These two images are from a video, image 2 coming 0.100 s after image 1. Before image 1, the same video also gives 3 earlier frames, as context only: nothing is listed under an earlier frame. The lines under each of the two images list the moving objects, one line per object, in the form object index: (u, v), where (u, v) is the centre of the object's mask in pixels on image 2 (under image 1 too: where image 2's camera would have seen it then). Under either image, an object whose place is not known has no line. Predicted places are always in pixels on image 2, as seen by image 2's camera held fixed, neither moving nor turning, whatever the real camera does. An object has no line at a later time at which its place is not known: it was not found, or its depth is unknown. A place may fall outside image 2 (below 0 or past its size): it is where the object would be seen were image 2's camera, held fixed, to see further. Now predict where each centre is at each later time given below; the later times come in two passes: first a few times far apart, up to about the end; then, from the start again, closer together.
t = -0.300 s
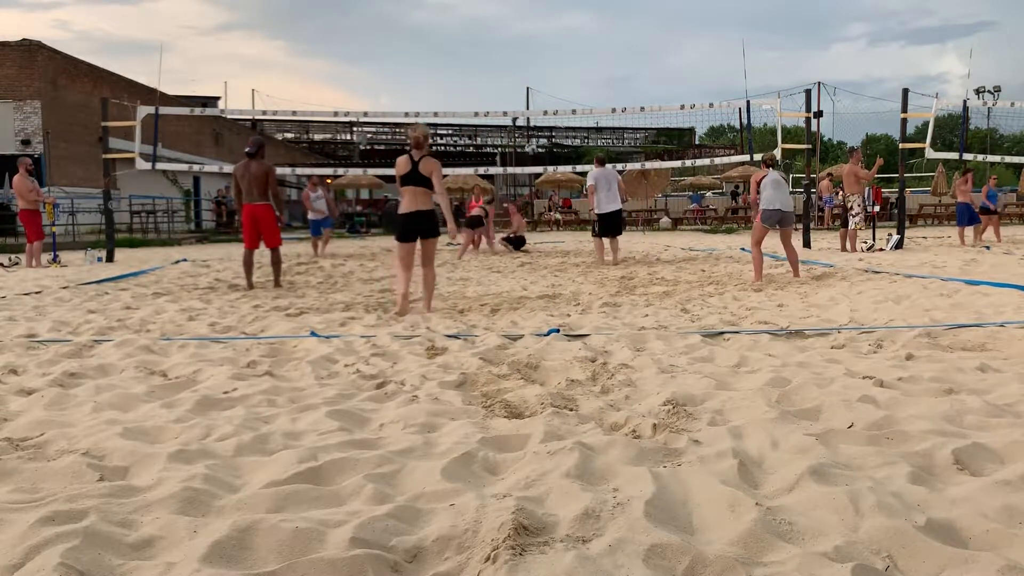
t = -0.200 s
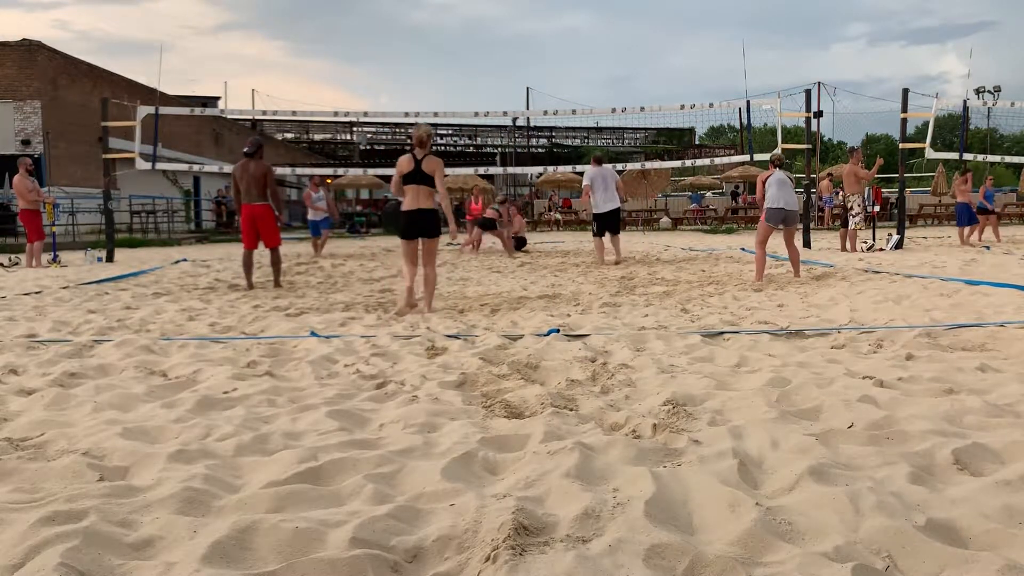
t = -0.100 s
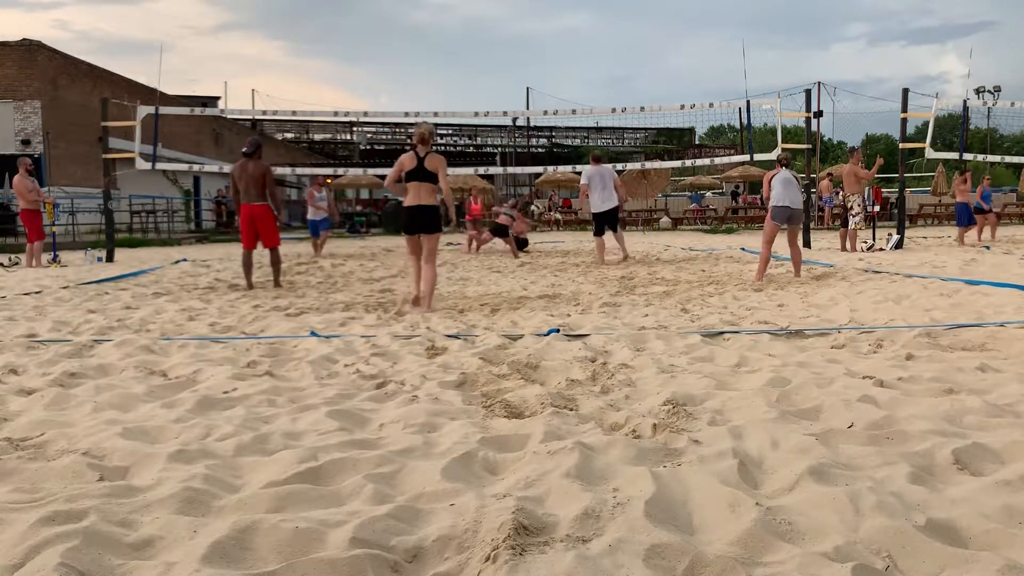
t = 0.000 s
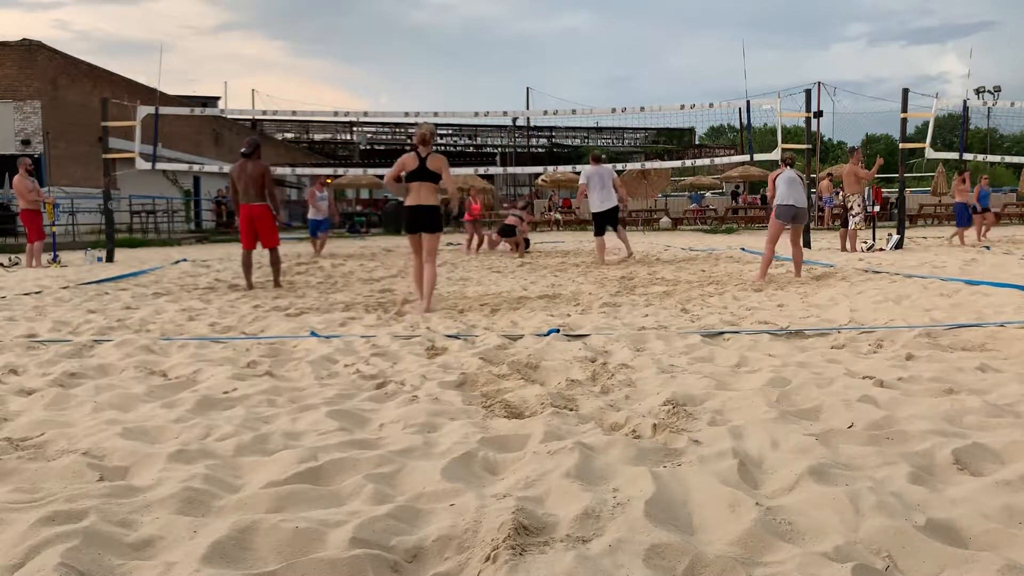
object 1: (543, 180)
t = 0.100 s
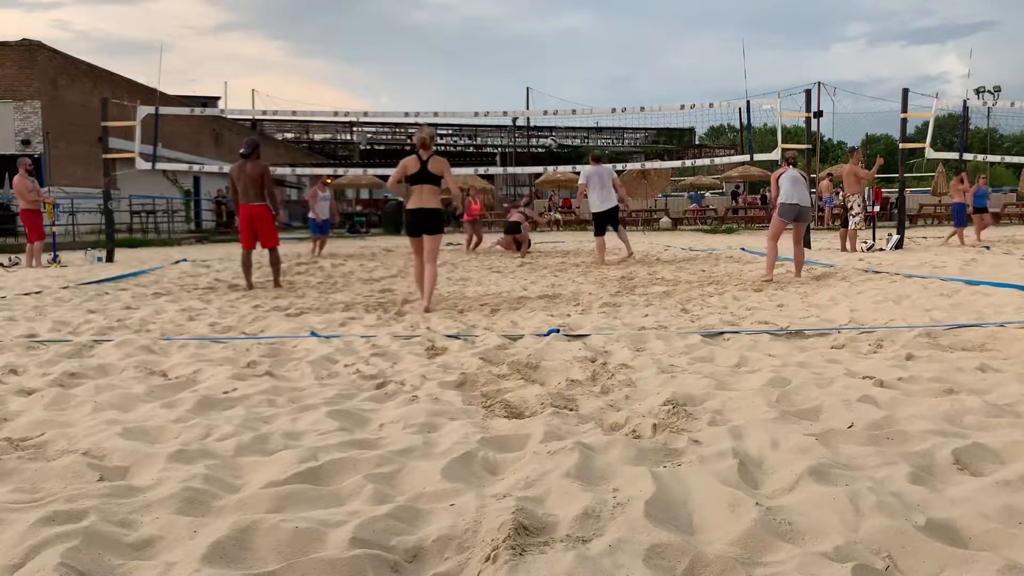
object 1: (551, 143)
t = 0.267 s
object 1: (567, 90)
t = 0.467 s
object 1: (587, 44)
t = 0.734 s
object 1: (614, 18)
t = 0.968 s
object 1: (639, 30)
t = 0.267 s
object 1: (567, 90)
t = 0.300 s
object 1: (570, 80)
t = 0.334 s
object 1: (574, 72)
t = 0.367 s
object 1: (577, 64)
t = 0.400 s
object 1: (580, 57)
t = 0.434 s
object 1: (584, 50)
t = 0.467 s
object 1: (587, 44)
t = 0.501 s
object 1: (590, 38)
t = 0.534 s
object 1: (593, 34)
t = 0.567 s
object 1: (597, 29)
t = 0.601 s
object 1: (601, 26)
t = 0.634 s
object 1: (603, 23)
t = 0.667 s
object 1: (607, 20)
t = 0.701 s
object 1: (610, 19)
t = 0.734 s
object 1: (614, 18)
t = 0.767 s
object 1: (618, 18)
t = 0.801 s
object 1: (621, 18)
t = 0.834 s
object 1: (625, 19)
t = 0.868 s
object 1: (628, 20)
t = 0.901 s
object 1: (632, 23)
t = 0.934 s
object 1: (636, 26)
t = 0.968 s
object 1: (639, 30)
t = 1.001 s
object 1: (642, 34)
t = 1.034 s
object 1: (647, 40)
